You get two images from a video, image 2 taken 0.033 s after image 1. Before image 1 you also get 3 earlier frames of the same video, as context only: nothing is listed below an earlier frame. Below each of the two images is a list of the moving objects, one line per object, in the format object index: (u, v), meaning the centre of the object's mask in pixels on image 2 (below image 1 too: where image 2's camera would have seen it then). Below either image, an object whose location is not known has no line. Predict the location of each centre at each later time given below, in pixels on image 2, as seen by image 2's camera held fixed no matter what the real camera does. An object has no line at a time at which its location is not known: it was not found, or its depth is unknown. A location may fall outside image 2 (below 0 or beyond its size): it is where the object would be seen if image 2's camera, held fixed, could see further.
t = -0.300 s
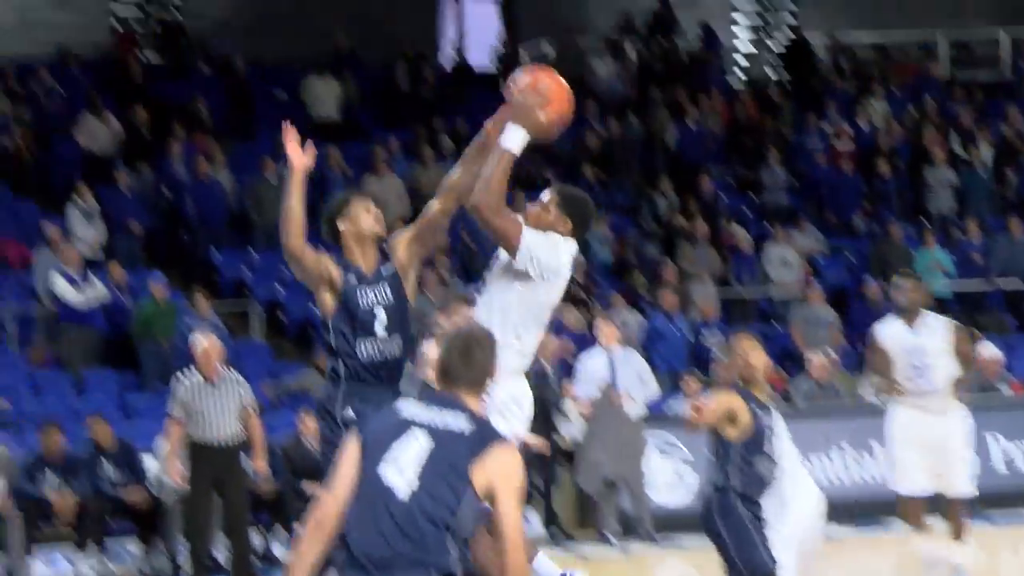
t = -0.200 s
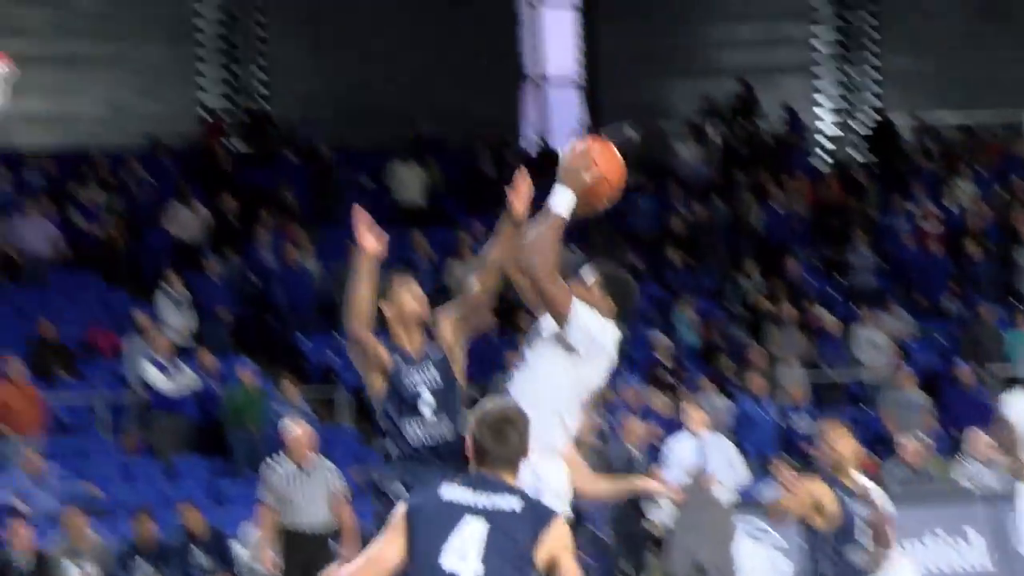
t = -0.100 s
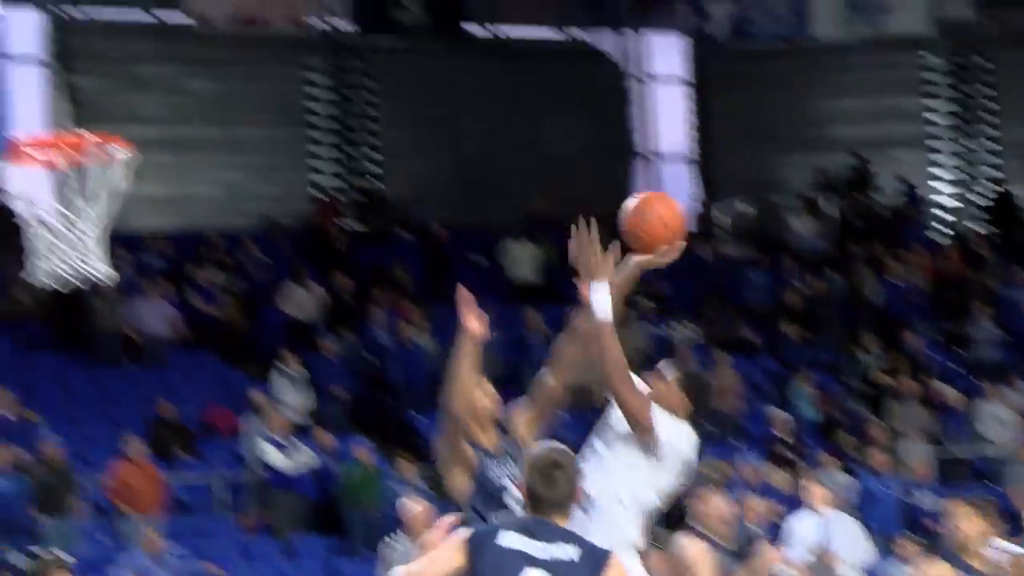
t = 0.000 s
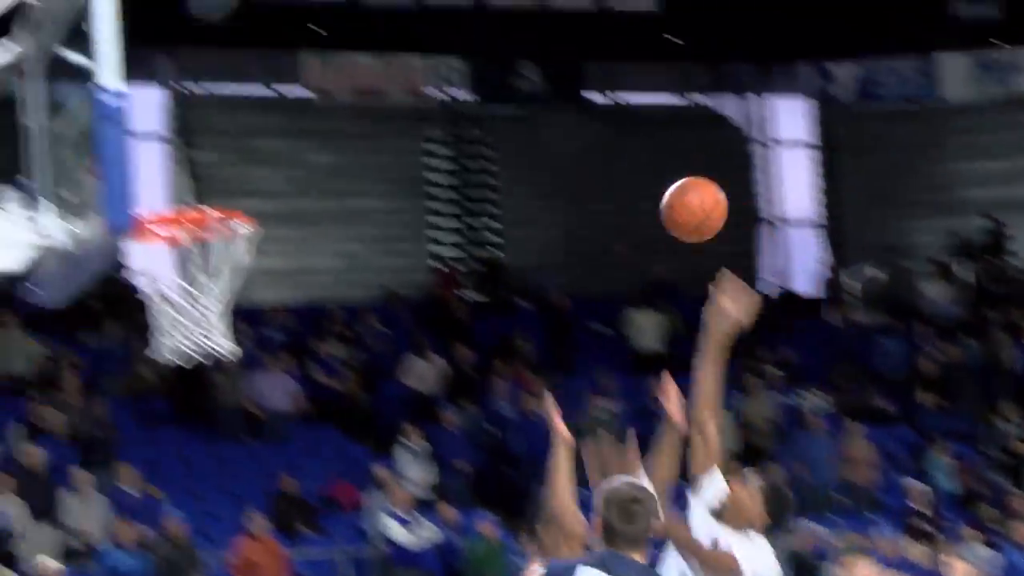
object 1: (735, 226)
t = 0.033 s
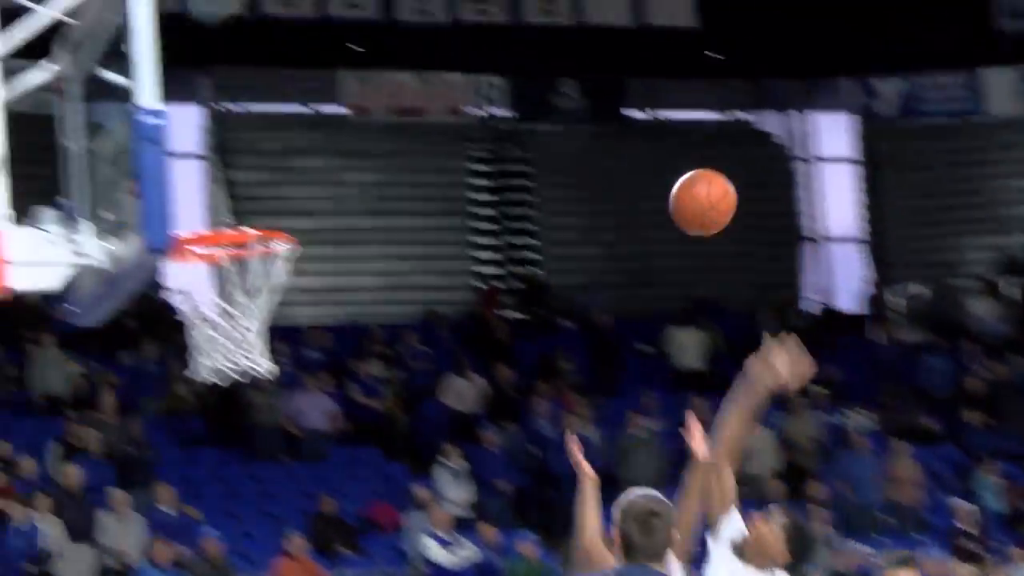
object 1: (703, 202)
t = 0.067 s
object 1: (672, 181)
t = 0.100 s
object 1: (642, 163)
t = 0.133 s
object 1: (612, 148)
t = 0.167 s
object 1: (582, 135)
